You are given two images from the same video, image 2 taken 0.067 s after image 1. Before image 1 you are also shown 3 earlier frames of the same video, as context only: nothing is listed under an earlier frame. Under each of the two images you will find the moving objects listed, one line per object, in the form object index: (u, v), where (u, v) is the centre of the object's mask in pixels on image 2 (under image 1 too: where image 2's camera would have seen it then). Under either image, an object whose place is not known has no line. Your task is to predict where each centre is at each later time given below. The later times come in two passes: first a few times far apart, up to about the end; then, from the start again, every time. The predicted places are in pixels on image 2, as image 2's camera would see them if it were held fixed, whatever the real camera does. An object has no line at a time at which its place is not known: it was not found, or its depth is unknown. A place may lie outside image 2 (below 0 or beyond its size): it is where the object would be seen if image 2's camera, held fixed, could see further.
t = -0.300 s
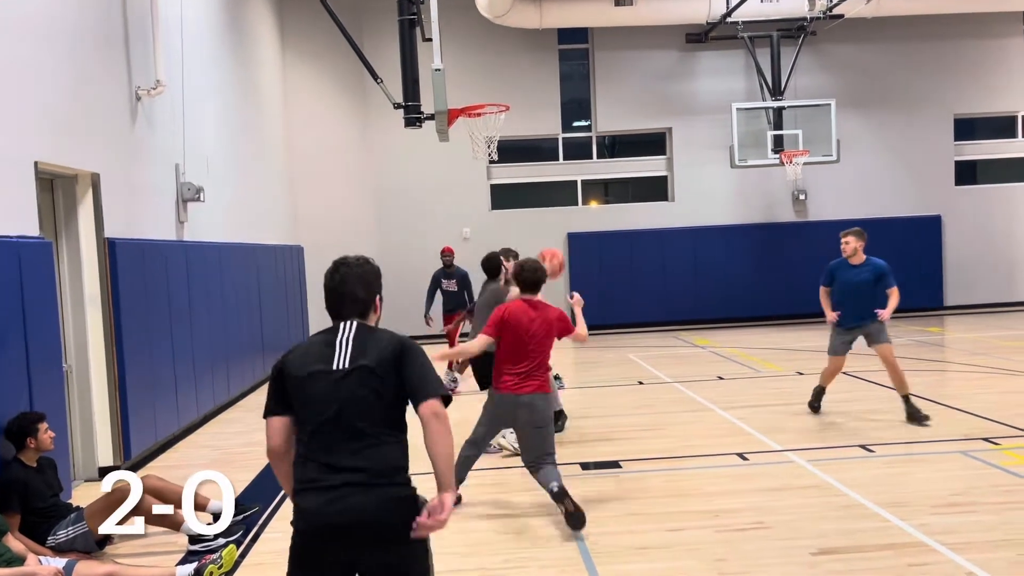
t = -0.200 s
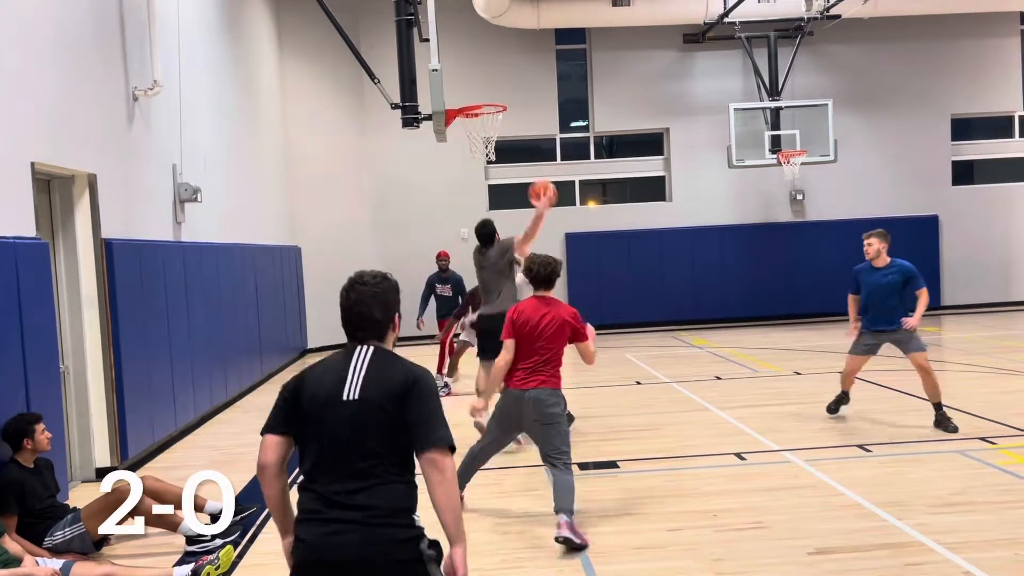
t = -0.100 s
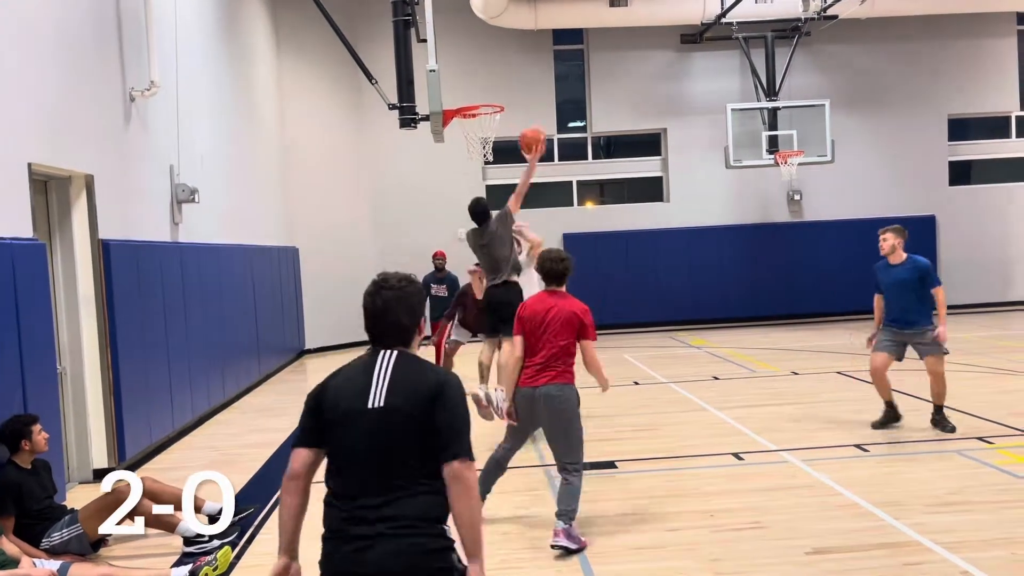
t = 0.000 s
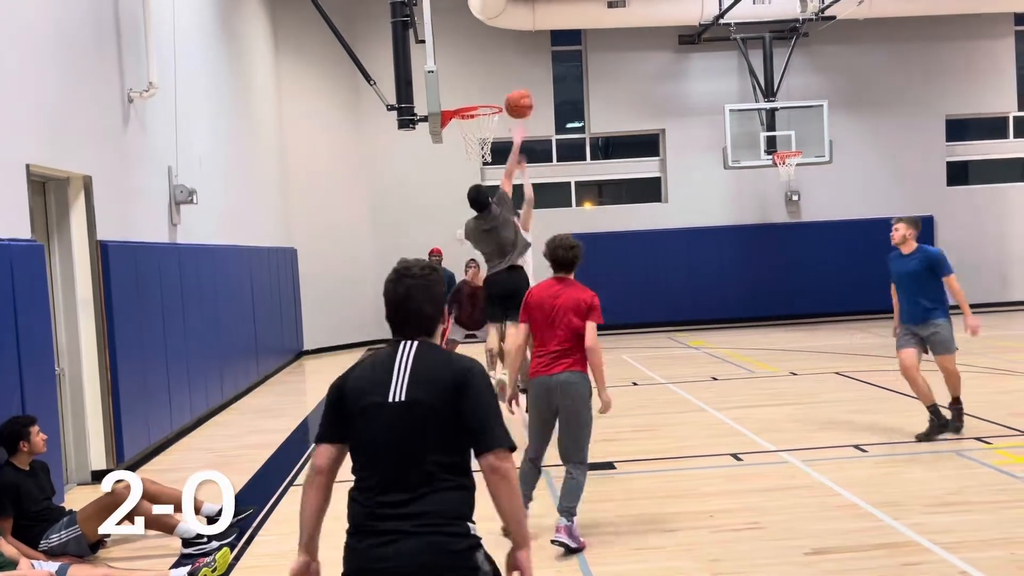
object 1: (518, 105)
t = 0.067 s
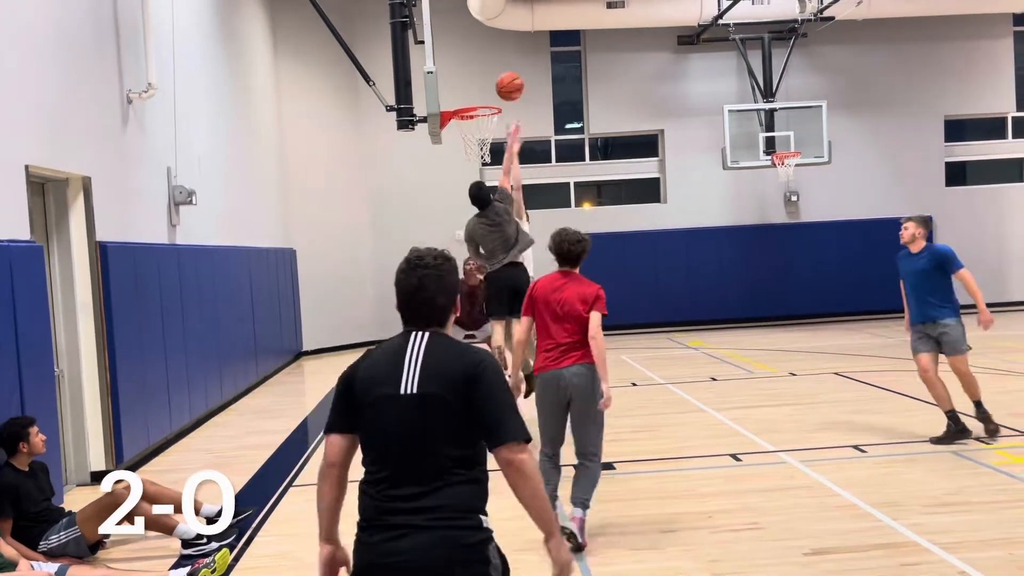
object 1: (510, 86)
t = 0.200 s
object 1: (495, 67)
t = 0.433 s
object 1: (474, 80)
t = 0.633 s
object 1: (484, 108)
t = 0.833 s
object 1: (474, 105)
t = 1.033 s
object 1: (477, 107)
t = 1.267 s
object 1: (481, 140)
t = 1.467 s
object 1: (485, 163)
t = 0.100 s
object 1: (506, 79)
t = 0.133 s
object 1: (502, 74)
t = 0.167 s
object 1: (499, 70)
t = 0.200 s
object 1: (495, 67)
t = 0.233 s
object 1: (492, 65)
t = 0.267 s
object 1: (488, 65)
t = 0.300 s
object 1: (485, 66)
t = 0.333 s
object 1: (482, 67)
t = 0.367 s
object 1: (479, 71)
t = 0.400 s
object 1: (476, 75)
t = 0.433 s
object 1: (474, 80)
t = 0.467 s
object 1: (471, 87)
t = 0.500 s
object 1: (469, 94)
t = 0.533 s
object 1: (466, 100)
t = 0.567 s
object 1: (468, 107)
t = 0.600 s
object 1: (476, 106)
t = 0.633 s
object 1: (484, 108)
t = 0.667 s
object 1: (486, 108)
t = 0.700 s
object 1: (479, 108)
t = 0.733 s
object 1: (471, 108)
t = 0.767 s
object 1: (464, 109)
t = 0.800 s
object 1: (469, 106)
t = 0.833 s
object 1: (474, 105)
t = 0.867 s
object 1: (478, 106)
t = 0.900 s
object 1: (485, 106)
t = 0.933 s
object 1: (485, 107)
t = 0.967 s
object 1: (482, 101)
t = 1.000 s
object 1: (479, 101)
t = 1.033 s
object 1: (477, 107)
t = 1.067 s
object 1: (474, 110)
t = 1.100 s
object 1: (474, 113)
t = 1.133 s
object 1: (475, 117)
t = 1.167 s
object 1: (477, 122)
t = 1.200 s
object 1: (478, 126)
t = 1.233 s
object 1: (480, 132)
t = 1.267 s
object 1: (481, 140)
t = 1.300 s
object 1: (482, 145)
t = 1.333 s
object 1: (484, 147)
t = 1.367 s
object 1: (485, 153)
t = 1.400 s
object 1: (484, 157)
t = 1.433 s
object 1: (485, 159)
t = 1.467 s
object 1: (485, 163)
